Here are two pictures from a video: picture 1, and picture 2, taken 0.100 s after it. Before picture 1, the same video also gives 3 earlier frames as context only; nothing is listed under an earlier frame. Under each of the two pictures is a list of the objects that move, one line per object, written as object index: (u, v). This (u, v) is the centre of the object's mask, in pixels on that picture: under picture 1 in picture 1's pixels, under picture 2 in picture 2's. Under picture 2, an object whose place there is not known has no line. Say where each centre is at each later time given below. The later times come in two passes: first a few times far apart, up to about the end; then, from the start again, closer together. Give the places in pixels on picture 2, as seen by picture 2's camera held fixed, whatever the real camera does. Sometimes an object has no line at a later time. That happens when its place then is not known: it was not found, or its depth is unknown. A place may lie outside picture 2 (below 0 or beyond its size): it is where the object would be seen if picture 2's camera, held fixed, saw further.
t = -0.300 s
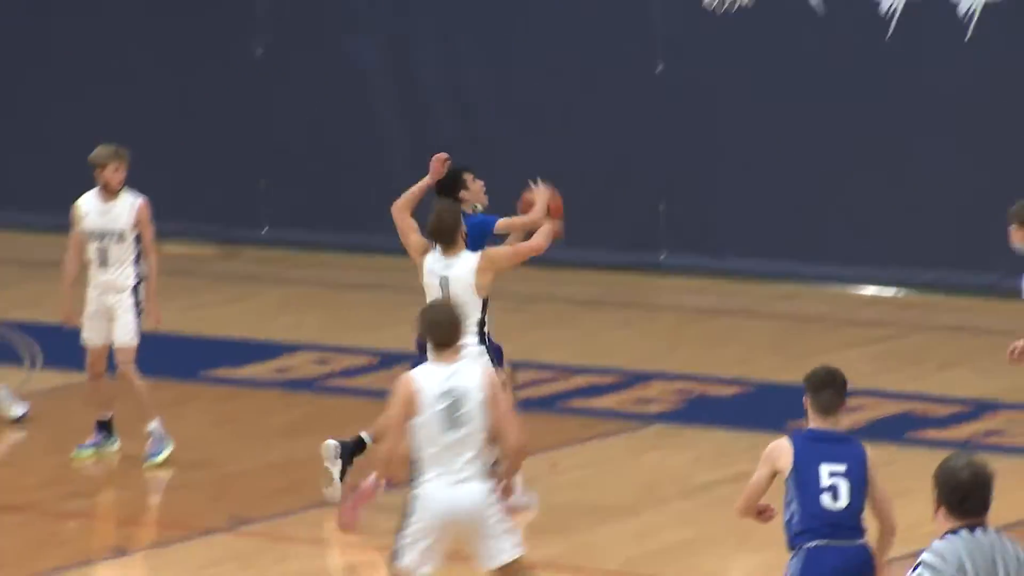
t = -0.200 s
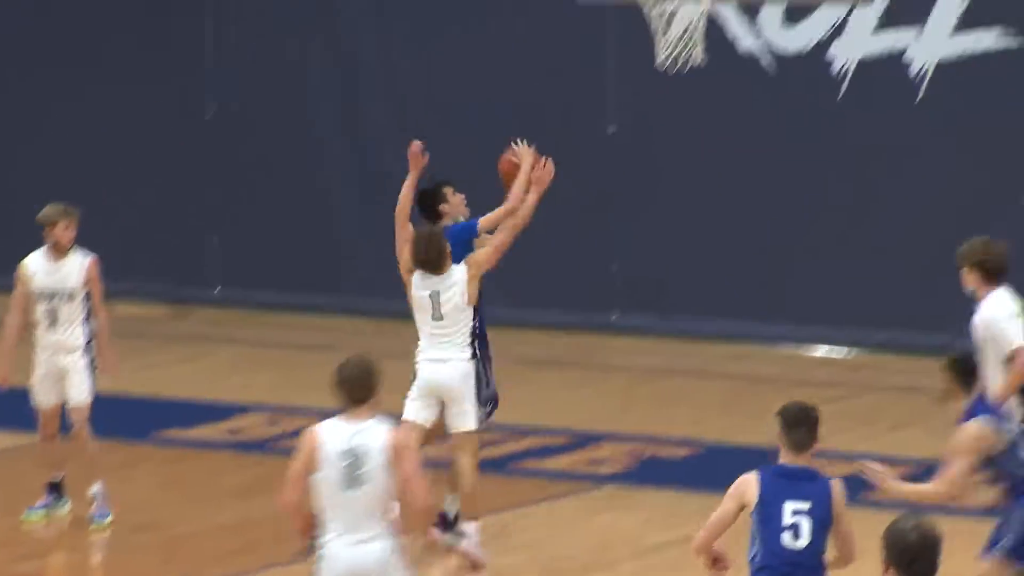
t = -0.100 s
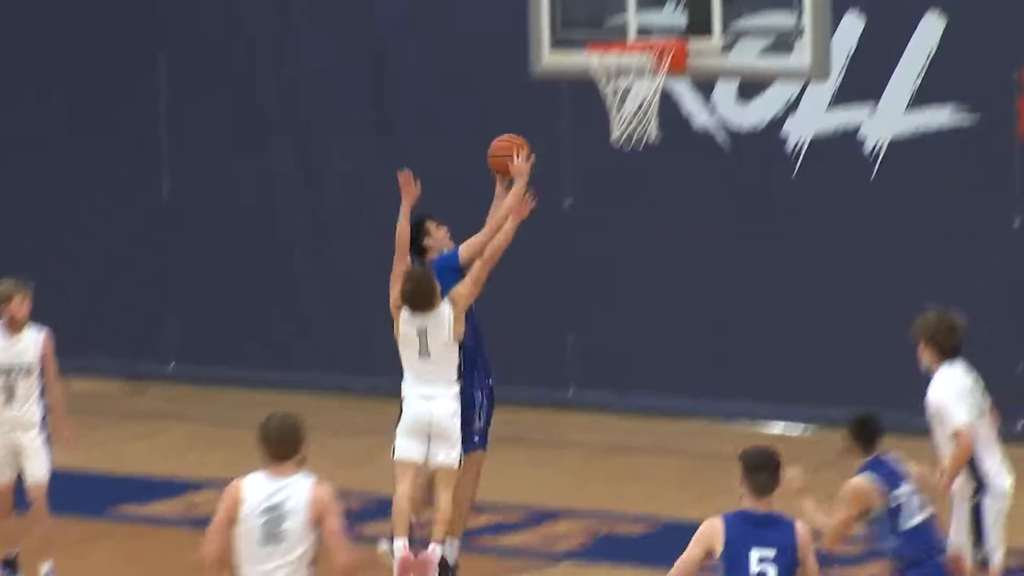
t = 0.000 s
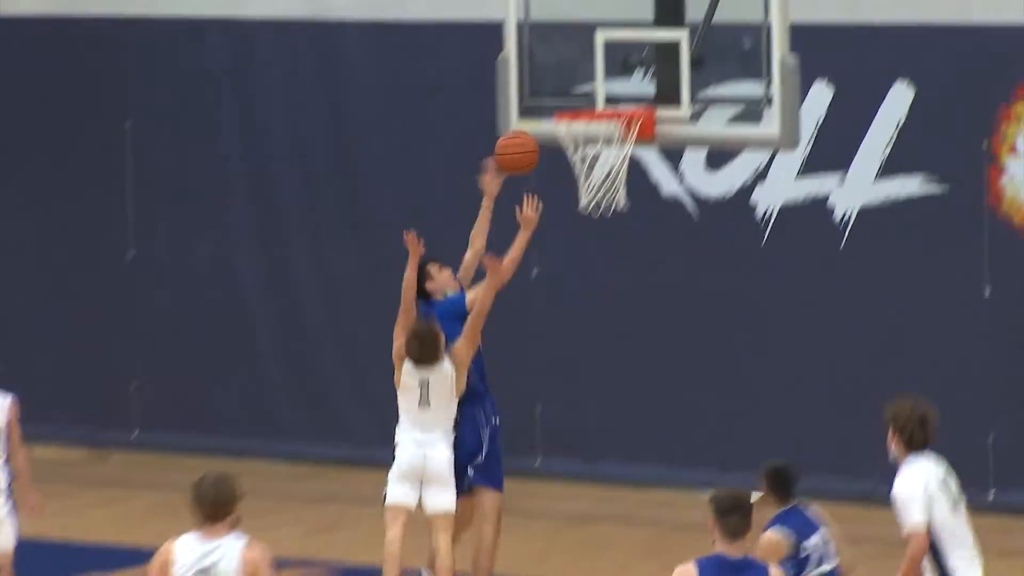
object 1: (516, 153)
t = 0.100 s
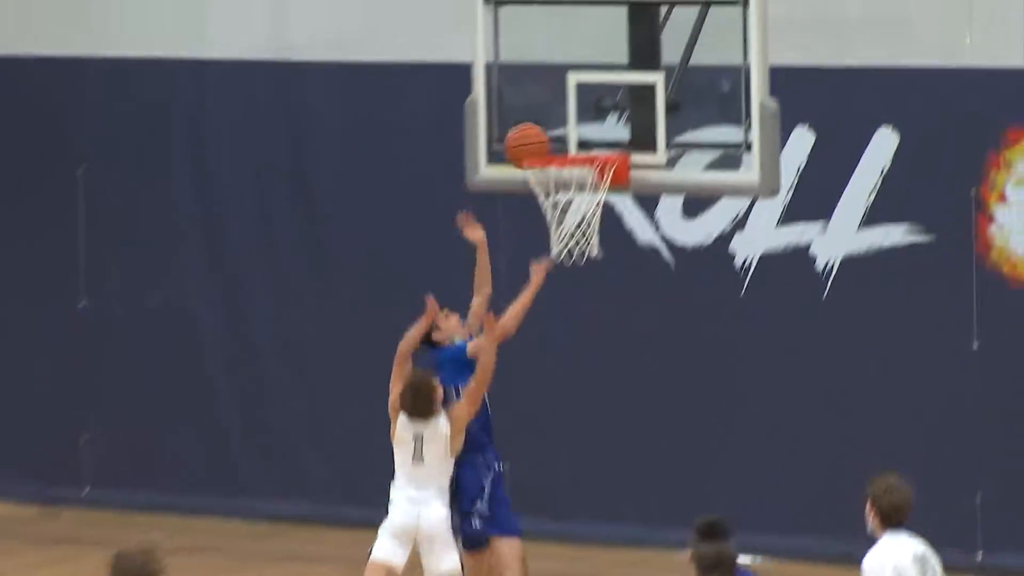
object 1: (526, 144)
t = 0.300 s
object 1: (562, 124)
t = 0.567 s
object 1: (594, 210)
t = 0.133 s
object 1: (541, 133)
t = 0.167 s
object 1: (546, 127)
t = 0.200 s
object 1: (550, 123)
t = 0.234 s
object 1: (554, 121)
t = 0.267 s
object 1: (558, 122)
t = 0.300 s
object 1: (562, 124)
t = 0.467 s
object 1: (584, 170)
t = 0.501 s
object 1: (591, 186)
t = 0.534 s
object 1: (593, 198)
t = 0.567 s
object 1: (594, 210)
